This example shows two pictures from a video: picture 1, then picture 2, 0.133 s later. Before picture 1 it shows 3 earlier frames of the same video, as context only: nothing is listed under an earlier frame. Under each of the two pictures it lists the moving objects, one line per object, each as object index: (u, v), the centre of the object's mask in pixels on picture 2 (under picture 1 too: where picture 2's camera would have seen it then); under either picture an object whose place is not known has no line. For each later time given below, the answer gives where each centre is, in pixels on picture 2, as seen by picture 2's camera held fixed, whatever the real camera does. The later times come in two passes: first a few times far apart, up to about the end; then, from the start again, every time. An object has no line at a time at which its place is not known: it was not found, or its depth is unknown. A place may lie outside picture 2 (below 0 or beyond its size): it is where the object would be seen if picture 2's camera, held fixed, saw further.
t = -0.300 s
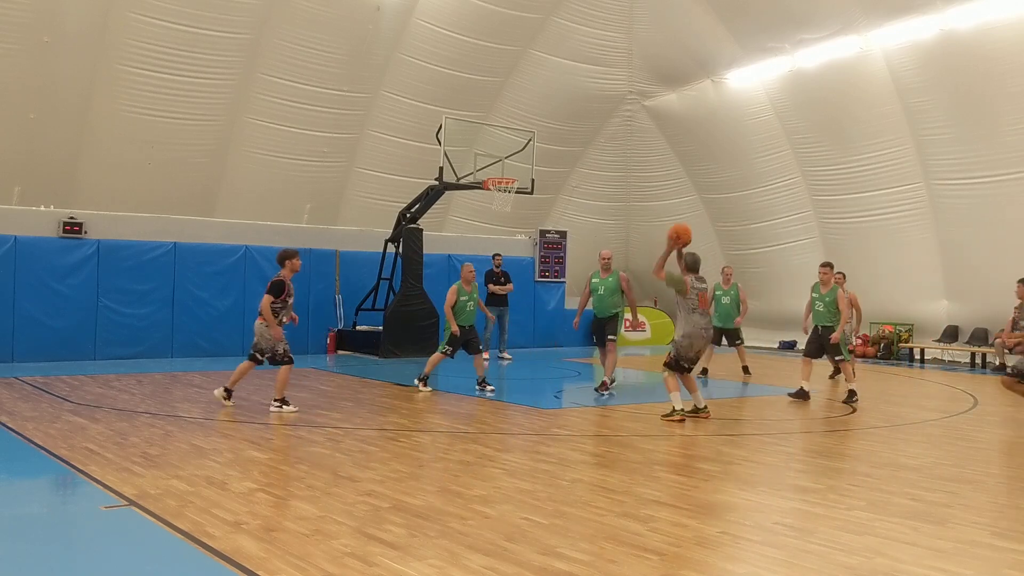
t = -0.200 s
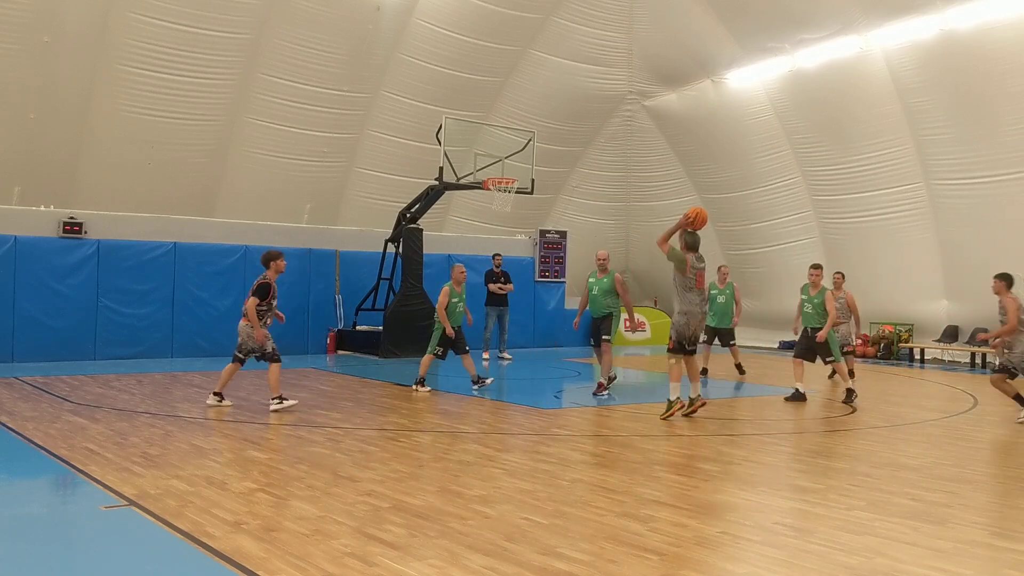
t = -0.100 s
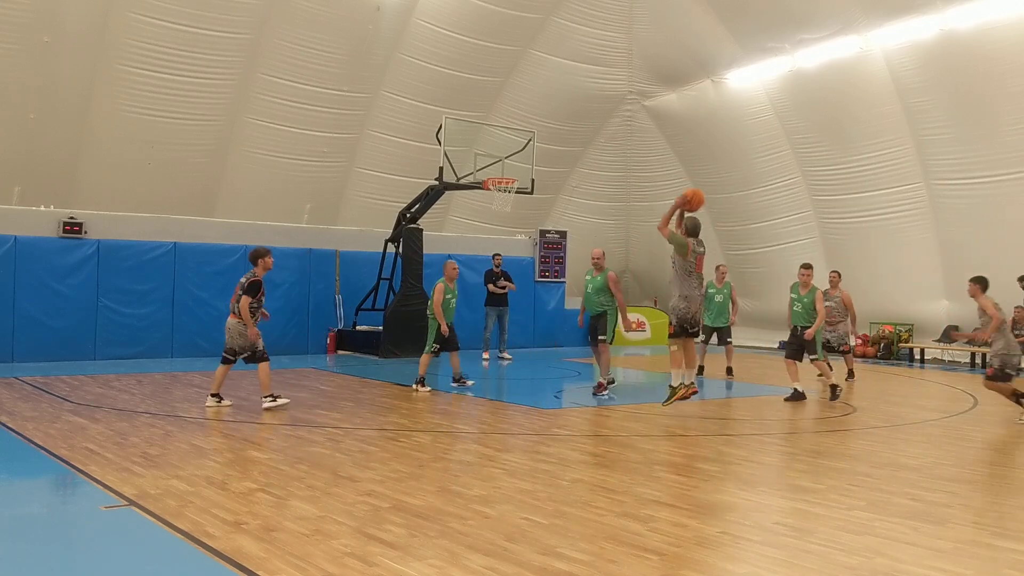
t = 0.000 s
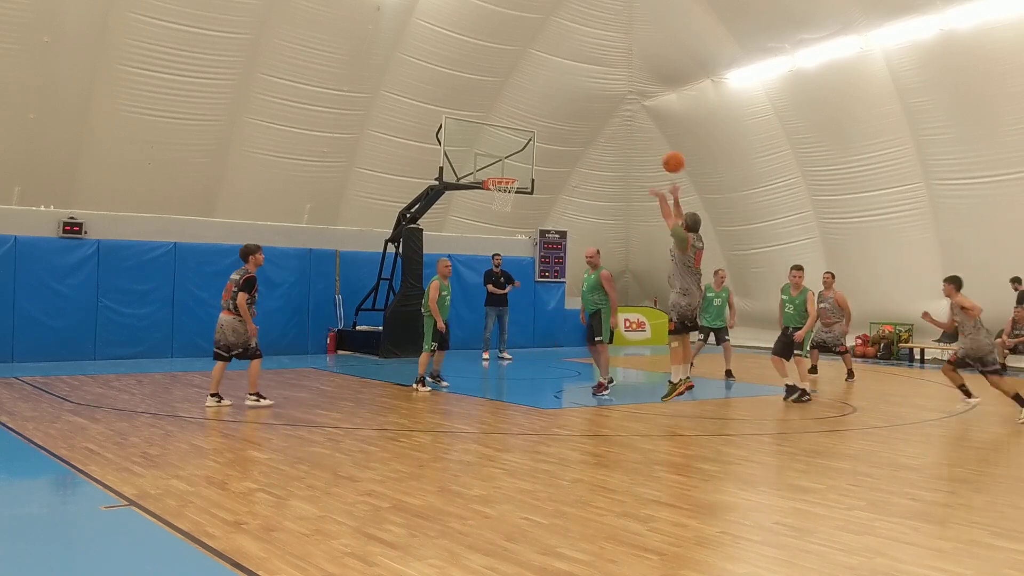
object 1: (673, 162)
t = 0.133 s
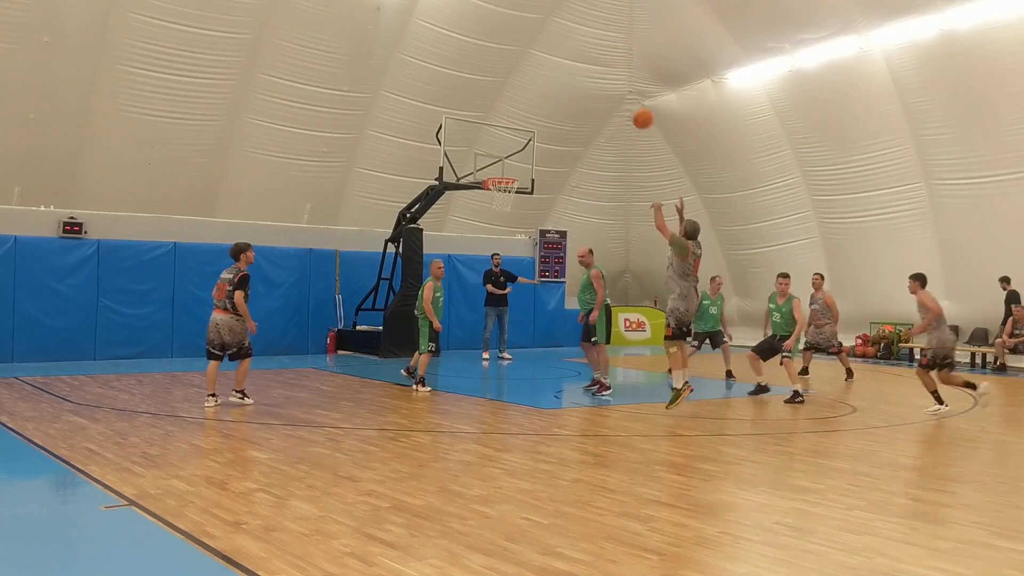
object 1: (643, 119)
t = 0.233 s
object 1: (622, 98)
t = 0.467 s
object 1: (580, 84)
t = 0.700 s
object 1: (542, 109)
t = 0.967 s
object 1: (506, 173)
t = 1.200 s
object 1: (491, 216)
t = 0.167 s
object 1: (636, 110)
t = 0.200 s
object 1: (629, 104)
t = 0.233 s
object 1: (622, 98)
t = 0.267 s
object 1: (616, 94)
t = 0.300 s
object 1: (609, 90)
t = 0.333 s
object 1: (603, 87)
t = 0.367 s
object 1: (597, 85)
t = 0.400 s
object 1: (591, 84)
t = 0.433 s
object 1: (585, 83)
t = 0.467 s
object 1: (580, 84)
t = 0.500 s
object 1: (574, 85)
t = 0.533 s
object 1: (568, 87)
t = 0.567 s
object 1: (563, 90)
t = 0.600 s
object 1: (557, 94)
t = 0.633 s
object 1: (552, 98)
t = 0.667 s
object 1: (547, 103)
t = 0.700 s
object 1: (542, 109)
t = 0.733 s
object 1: (537, 115)
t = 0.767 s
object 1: (533, 122)
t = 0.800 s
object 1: (528, 129)
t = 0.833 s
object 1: (523, 137)
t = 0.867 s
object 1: (519, 146)
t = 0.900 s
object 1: (515, 155)
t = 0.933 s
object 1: (510, 164)
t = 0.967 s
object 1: (506, 173)
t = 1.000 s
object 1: (501, 186)
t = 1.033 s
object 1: (499, 192)
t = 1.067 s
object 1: (497, 197)
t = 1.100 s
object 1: (496, 201)
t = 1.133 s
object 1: (494, 205)
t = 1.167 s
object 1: (493, 210)
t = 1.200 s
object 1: (491, 216)
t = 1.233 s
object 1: (490, 222)
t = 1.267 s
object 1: (489, 229)
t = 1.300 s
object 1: (487, 237)
